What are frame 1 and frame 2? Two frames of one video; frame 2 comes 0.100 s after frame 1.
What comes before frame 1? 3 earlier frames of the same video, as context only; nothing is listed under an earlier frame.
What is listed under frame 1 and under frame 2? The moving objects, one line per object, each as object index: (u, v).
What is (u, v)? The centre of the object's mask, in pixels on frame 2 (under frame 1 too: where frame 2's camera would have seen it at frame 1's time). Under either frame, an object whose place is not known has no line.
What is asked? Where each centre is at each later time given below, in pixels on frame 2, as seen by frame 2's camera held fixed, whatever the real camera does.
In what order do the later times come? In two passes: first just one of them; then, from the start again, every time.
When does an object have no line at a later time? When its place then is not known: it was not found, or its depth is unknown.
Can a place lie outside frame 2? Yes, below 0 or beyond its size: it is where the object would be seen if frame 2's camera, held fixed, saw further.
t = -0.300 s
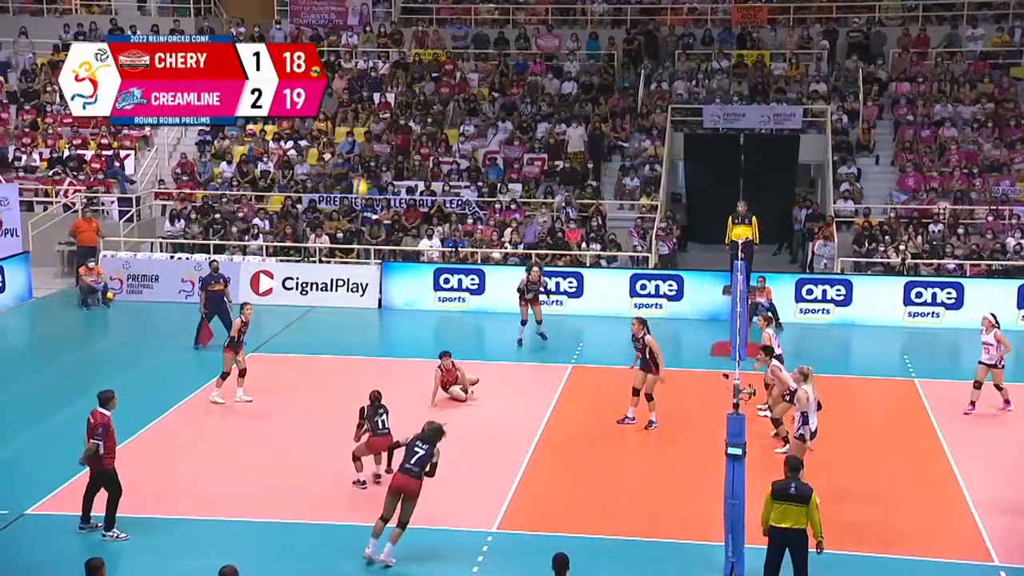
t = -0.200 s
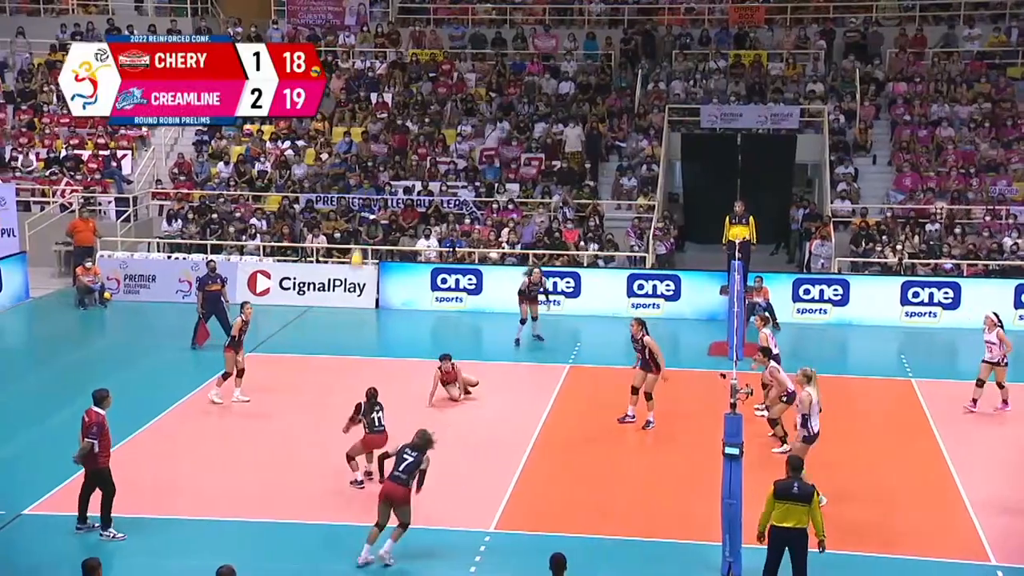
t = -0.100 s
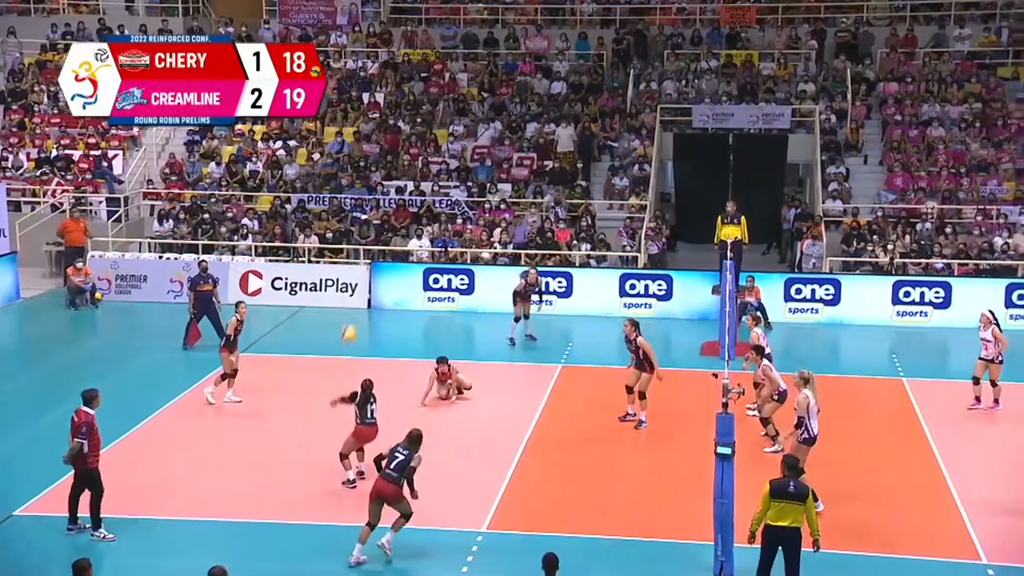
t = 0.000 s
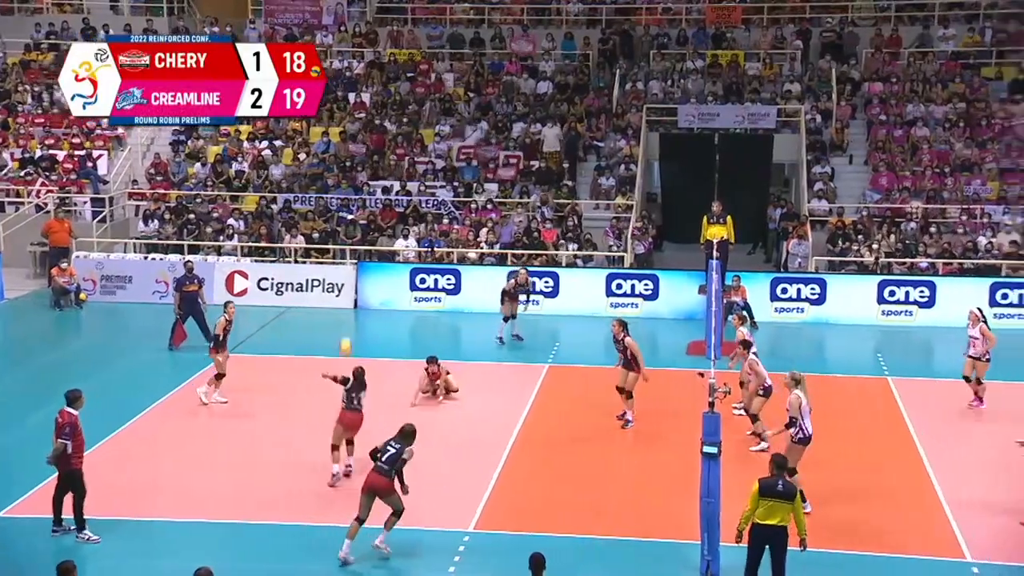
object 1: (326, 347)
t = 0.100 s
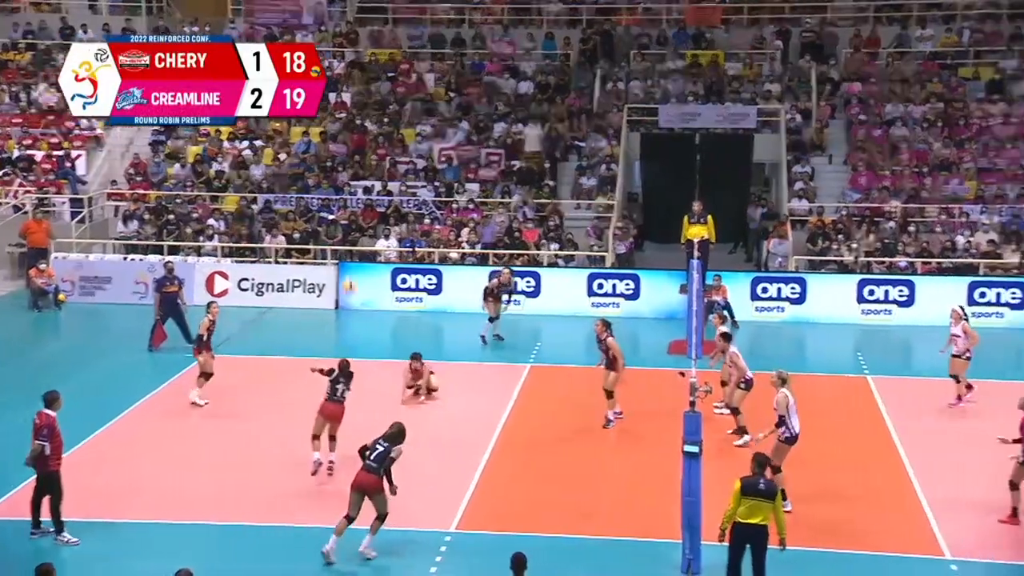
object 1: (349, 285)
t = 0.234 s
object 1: (378, 216)
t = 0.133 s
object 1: (357, 265)
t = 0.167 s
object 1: (364, 248)
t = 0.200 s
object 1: (370, 231)
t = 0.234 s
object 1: (378, 216)
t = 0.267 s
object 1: (386, 202)
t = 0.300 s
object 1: (392, 188)
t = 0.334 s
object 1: (399, 175)
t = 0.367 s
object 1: (405, 163)
